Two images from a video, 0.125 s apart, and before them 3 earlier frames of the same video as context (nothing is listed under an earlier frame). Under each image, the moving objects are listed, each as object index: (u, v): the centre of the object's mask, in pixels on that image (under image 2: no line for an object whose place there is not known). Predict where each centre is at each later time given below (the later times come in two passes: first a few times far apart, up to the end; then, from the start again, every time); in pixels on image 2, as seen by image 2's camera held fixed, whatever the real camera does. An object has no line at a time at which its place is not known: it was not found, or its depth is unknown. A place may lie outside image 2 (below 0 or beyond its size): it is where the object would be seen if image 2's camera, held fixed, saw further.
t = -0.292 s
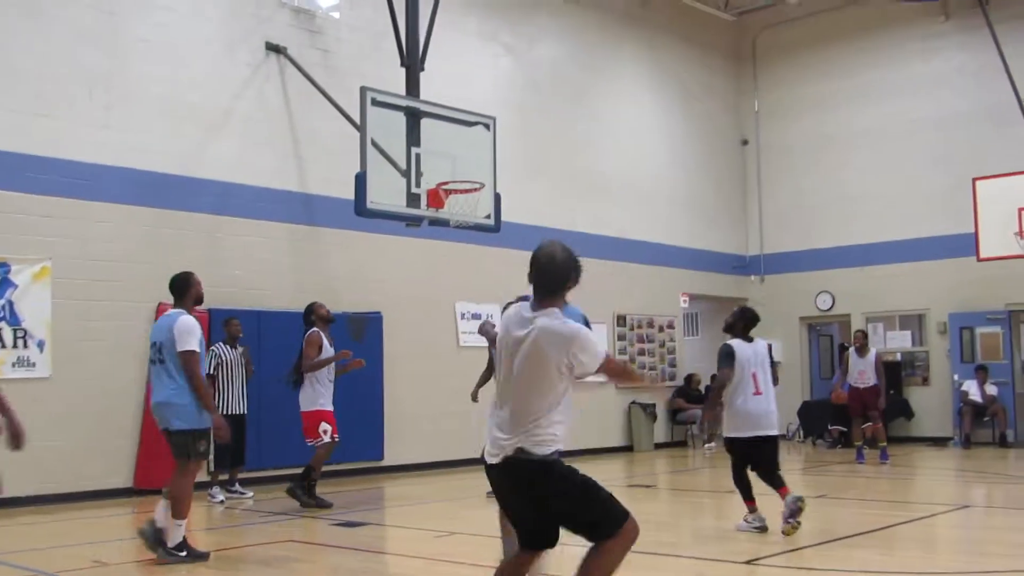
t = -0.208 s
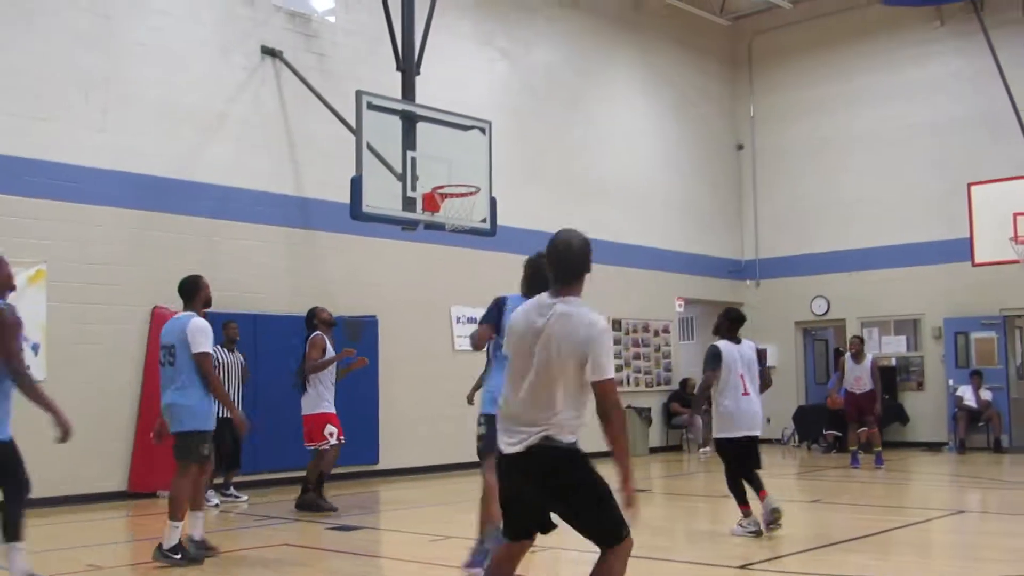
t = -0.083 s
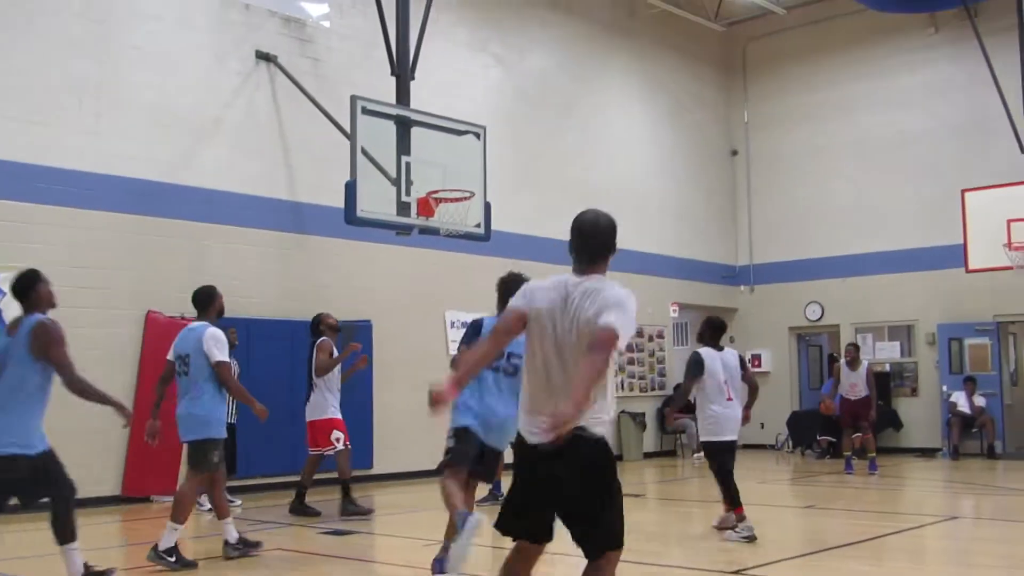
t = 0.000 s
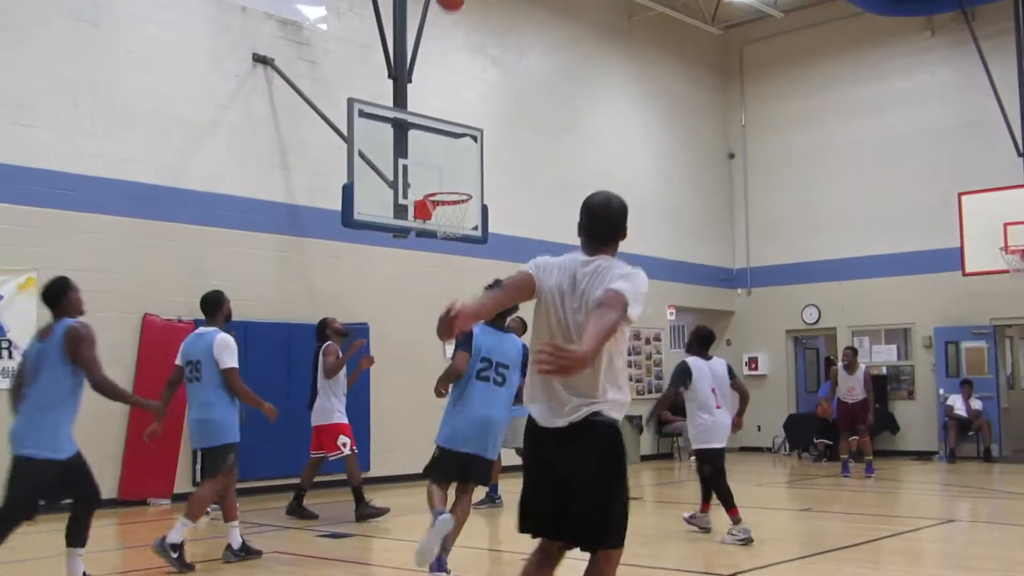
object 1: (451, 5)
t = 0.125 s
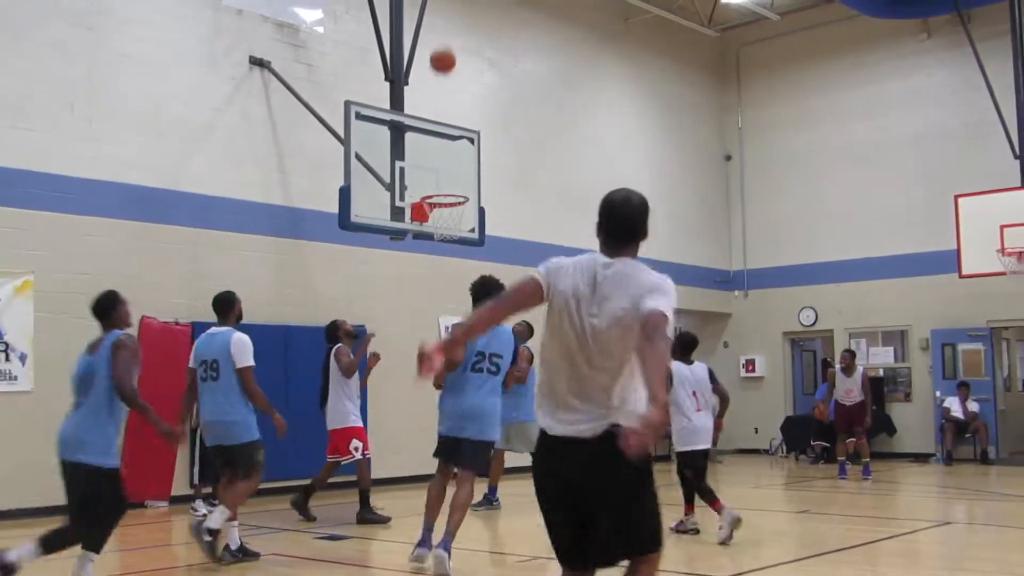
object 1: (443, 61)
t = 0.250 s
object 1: (439, 130)
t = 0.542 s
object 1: (435, 239)
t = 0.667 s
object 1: (412, 289)
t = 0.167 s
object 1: (441, 83)
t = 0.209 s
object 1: (440, 105)
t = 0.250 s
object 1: (439, 130)
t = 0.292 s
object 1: (437, 154)
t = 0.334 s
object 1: (436, 179)
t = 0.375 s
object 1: (438, 200)
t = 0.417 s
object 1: (457, 206)
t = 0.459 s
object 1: (452, 216)
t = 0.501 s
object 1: (444, 227)
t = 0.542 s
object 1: (435, 239)
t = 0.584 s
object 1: (428, 255)
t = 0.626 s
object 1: (419, 271)
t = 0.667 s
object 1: (412, 289)
